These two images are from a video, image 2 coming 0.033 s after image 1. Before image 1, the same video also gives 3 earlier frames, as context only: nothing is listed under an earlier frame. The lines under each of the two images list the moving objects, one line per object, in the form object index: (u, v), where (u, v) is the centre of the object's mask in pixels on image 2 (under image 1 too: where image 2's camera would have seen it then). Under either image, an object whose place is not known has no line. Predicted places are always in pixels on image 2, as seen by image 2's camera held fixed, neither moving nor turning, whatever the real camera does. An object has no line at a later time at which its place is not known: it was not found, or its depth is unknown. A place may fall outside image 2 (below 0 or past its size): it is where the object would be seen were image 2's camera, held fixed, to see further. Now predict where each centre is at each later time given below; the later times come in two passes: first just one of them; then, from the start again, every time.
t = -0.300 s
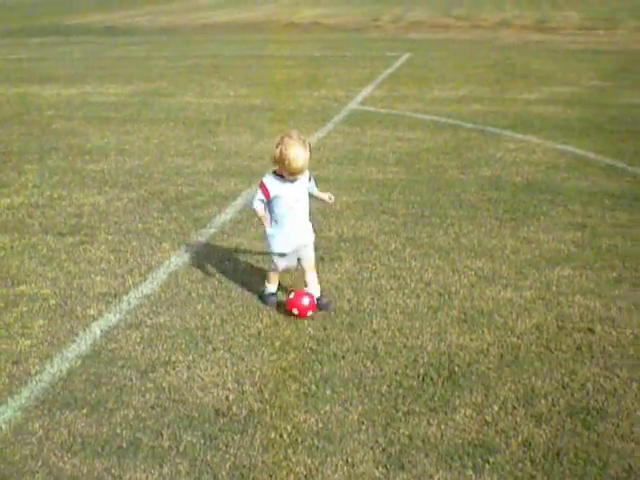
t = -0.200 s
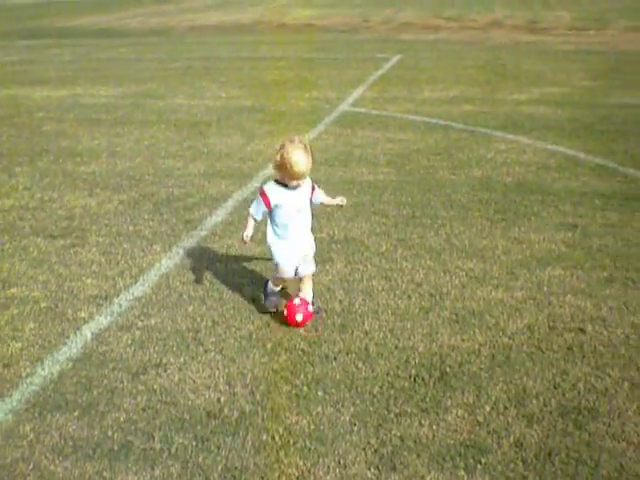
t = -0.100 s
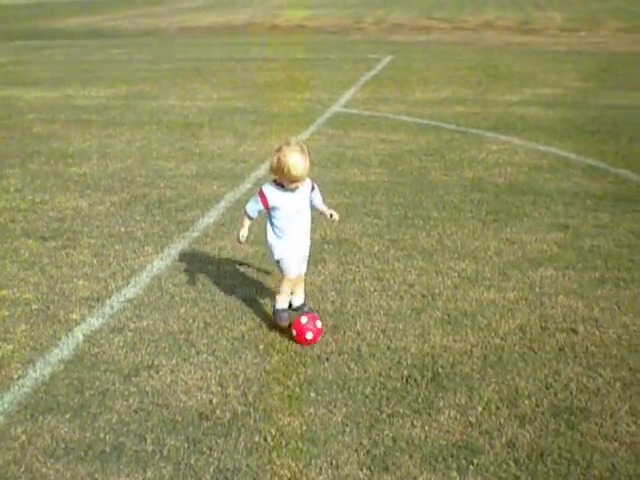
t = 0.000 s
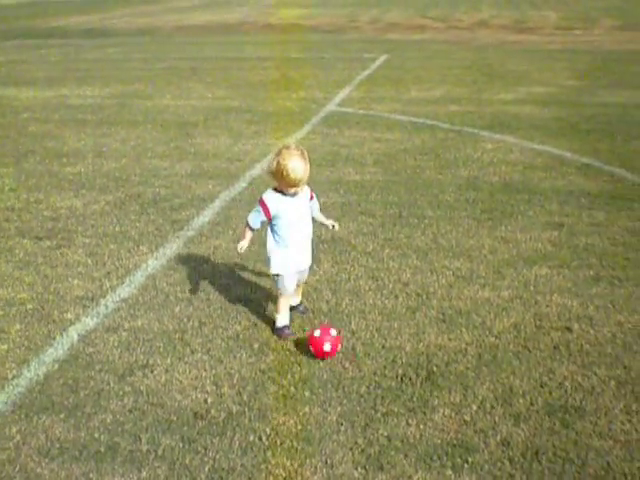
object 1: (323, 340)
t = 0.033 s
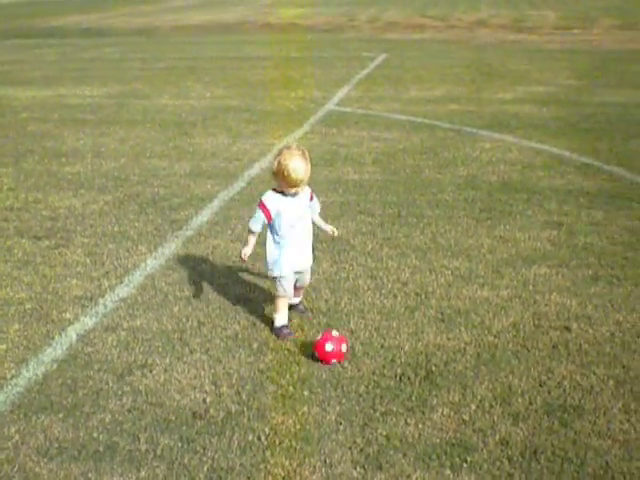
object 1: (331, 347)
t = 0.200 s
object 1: (366, 369)
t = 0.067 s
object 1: (338, 351)
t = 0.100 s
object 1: (345, 355)
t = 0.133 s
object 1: (351, 362)
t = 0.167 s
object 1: (359, 366)
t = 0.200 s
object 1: (366, 369)
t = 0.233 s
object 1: (372, 373)
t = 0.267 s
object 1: (380, 380)
